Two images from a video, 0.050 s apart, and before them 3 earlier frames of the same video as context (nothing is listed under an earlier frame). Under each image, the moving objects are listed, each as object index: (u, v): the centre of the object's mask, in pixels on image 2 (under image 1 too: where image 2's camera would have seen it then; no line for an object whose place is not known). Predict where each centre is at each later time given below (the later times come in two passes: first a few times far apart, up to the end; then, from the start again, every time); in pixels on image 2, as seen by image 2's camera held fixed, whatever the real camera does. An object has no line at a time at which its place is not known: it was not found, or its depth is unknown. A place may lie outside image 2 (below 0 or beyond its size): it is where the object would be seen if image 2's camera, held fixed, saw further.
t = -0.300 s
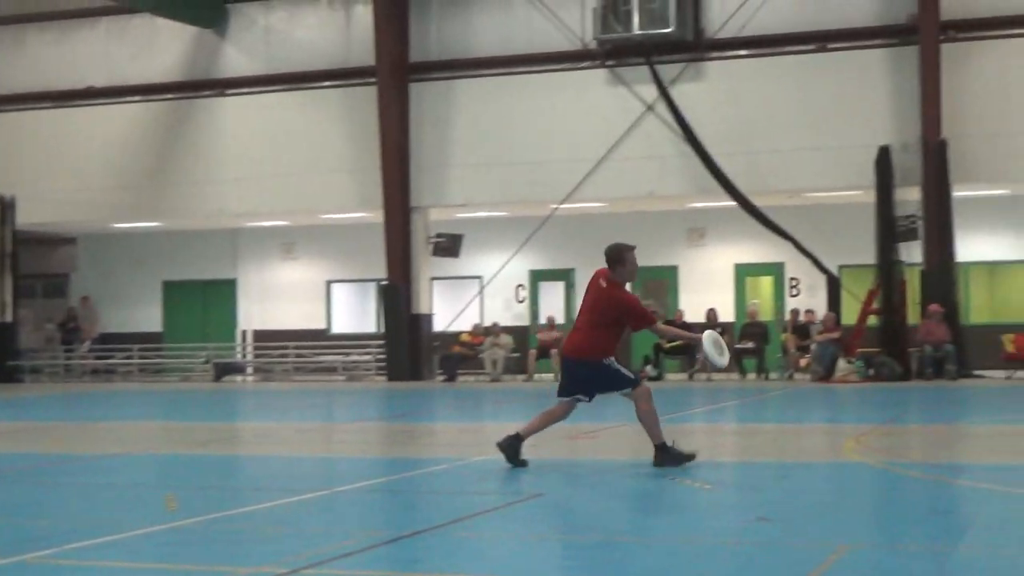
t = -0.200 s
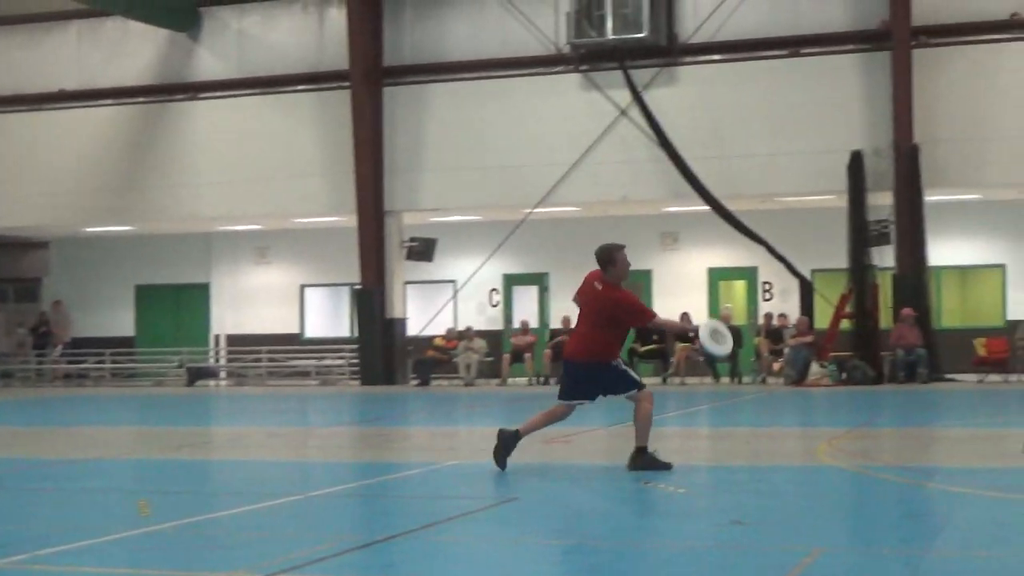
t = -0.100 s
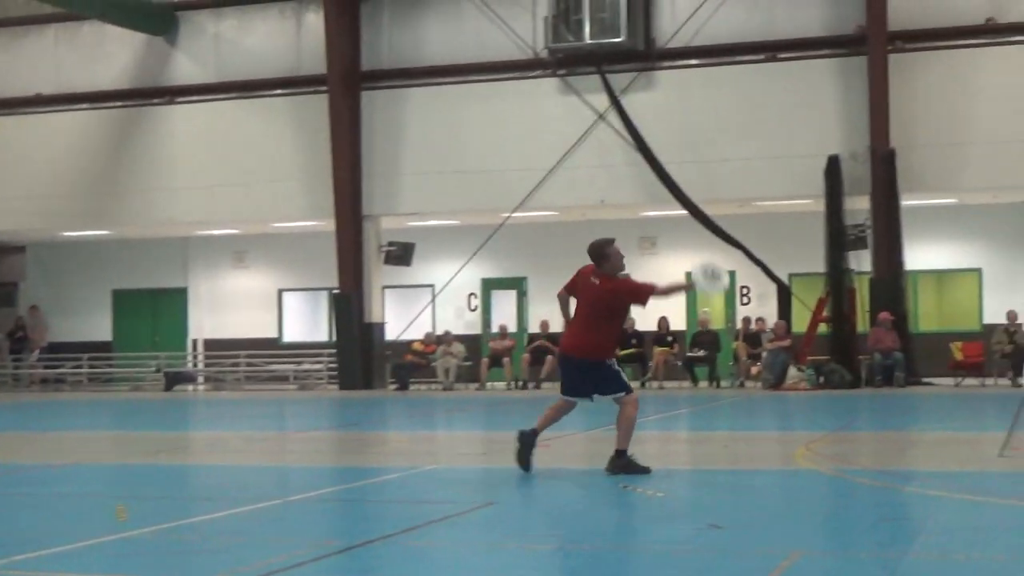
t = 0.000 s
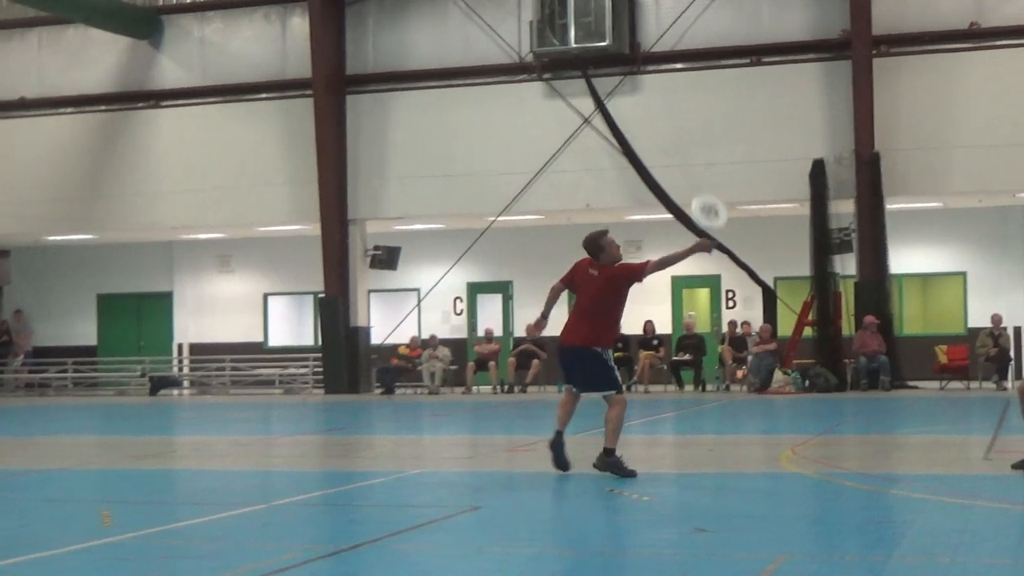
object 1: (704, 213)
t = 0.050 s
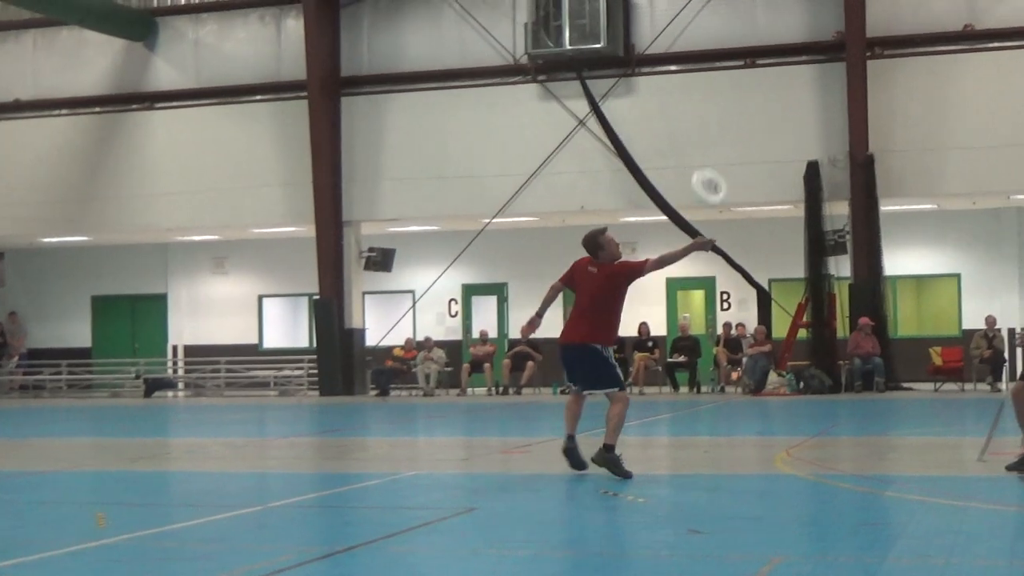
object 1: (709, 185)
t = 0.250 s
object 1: (732, 118)
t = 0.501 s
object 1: (762, 116)
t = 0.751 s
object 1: (799, 202)
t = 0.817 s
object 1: (811, 240)
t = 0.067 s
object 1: (712, 178)
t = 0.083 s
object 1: (713, 170)
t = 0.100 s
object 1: (715, 163)
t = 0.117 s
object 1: (717, 157)
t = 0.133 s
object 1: (719, 150)
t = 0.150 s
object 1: (721, 144)
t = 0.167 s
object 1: (723, 139)
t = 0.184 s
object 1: (725, 134)
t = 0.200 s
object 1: (727, 130)
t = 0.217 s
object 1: (728, 125)
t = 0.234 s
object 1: (730, 122)
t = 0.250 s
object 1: (732, 118)
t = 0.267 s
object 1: (734, 115)
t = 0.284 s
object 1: (737, 113)
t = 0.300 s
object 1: (738, 111)
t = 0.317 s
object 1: (740, 109)
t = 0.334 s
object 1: (742, 108)
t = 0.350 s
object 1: (744, 107)
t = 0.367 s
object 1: (746, 106)
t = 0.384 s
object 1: (748, 106)
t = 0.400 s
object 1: (750, 106)
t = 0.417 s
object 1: (752, 107)
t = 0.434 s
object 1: (754, 108)
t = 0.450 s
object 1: (756, 109)
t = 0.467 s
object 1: (758, 111)
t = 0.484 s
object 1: (760, 114)
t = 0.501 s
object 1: (762, 116)
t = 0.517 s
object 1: (764, 119)
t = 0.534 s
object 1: (767, 122)
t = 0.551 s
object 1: (769, 126)
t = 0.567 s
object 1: (771, 130)
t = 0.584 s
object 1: (773, 135)
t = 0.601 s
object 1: (775, 140)
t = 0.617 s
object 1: (778, 144)
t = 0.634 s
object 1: (780, 150)
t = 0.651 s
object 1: (783, 157)
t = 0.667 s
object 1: (785, 163)
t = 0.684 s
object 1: (788, 170)
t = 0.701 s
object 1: (791, 177)
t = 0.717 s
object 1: (794, 186)
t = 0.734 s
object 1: (796, 194)
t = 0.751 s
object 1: (799, 202)
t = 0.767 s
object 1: (802, 211)
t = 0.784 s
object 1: (805, 222)
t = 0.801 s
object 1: (808, 231)
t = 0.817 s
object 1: (811, 240)
